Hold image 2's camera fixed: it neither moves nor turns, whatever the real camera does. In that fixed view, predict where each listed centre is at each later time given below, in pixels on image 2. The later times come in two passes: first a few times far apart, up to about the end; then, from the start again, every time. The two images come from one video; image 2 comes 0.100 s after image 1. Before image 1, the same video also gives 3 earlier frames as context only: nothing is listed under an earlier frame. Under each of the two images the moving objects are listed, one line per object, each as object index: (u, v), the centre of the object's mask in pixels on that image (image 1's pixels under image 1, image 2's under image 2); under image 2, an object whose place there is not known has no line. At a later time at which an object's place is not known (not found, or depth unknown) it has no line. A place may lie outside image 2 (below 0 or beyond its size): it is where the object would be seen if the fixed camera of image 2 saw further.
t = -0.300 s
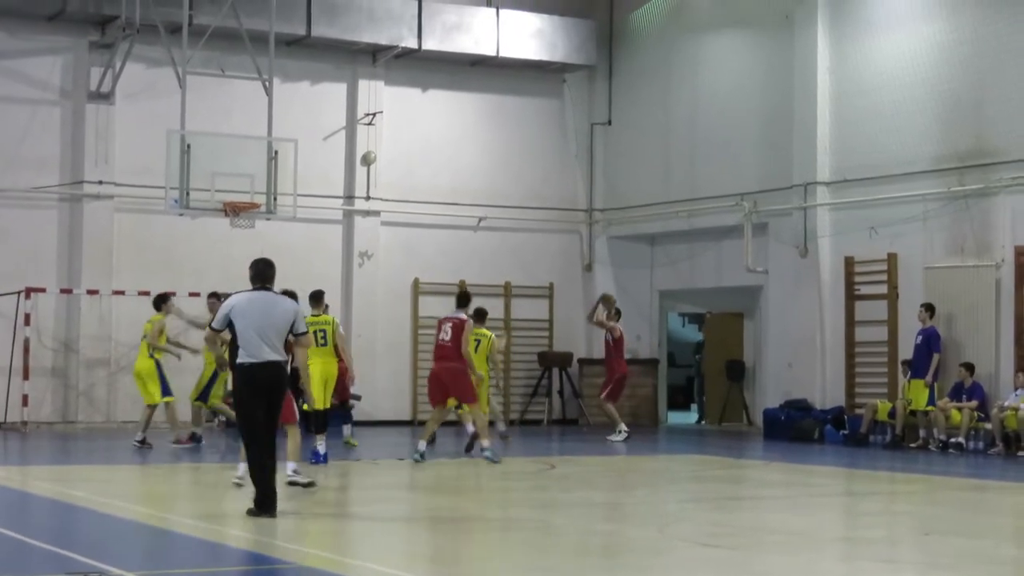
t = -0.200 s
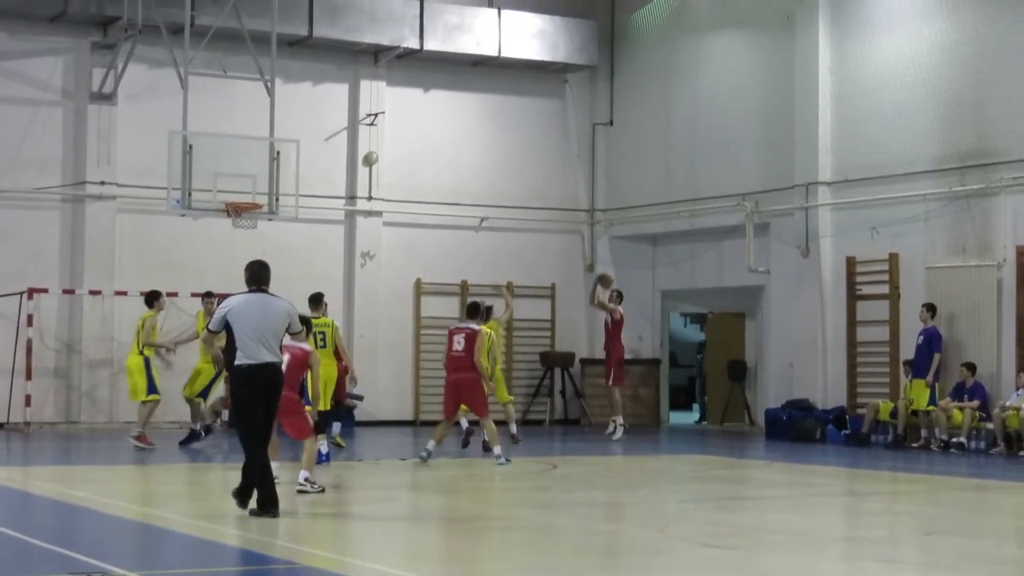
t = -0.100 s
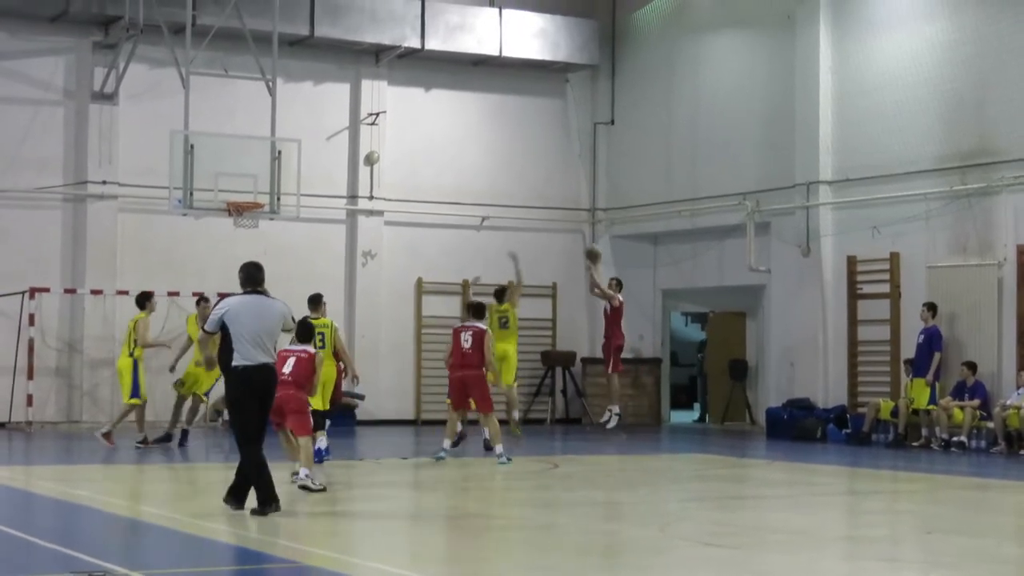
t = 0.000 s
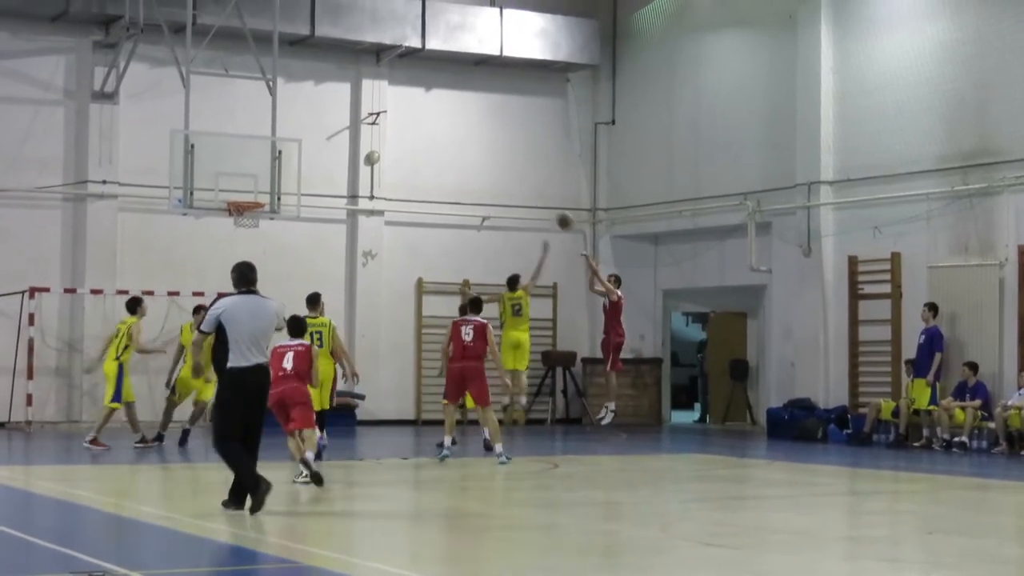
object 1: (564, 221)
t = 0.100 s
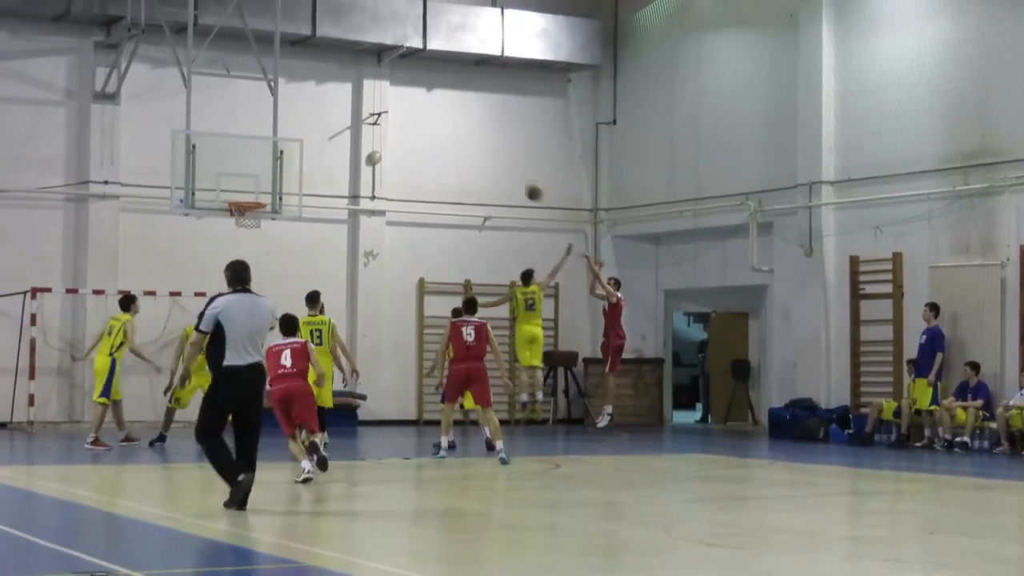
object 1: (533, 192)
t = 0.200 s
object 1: (501, 171)
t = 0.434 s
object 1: (422, 146)
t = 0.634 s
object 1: (352, 157)
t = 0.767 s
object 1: (303, 180)
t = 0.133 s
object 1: (522, 183)
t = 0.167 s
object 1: (511, 177)
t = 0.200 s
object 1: (501, 171)
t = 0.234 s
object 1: (490, 165)
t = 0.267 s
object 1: (478, 160)
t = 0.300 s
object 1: (467, 156)
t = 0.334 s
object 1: (456, 152)
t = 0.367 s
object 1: (445, 149)
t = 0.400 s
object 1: (434, 147)
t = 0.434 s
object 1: (422, 146)
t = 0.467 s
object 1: (410, 146)
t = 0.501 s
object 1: (399, 146)
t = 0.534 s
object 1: (387, 148)
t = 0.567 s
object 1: (376, 150)
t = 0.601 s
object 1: (364, 153)
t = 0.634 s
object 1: (352, 157)
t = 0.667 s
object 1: (340, 161)
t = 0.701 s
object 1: (327, 166)
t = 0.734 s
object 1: (316, 172)
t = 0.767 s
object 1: (303, 180)
